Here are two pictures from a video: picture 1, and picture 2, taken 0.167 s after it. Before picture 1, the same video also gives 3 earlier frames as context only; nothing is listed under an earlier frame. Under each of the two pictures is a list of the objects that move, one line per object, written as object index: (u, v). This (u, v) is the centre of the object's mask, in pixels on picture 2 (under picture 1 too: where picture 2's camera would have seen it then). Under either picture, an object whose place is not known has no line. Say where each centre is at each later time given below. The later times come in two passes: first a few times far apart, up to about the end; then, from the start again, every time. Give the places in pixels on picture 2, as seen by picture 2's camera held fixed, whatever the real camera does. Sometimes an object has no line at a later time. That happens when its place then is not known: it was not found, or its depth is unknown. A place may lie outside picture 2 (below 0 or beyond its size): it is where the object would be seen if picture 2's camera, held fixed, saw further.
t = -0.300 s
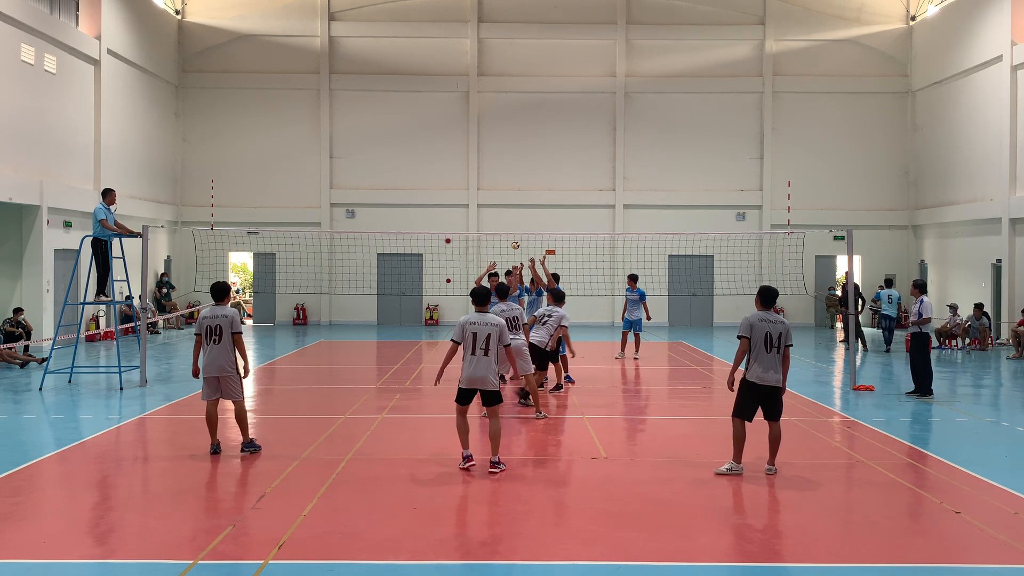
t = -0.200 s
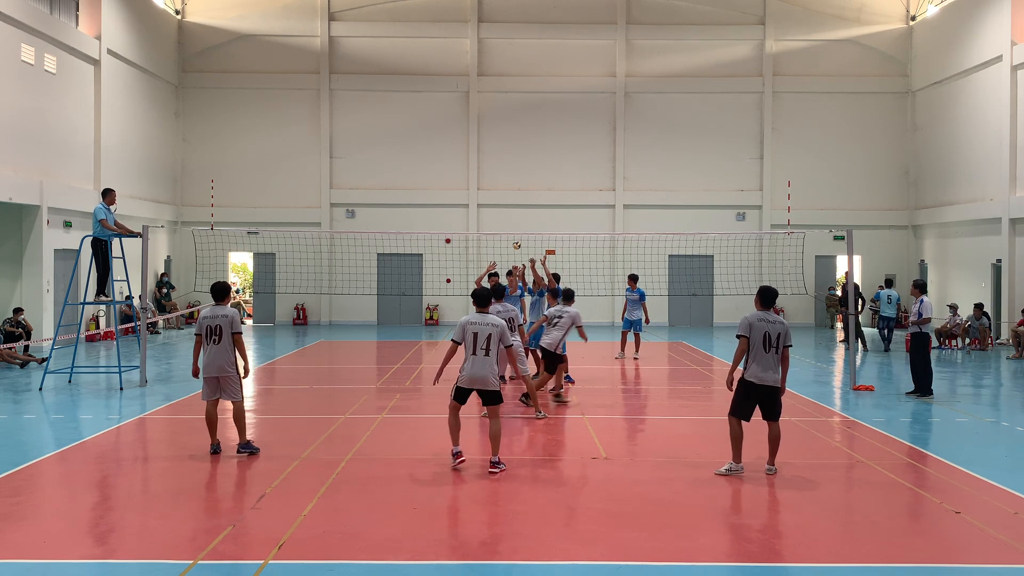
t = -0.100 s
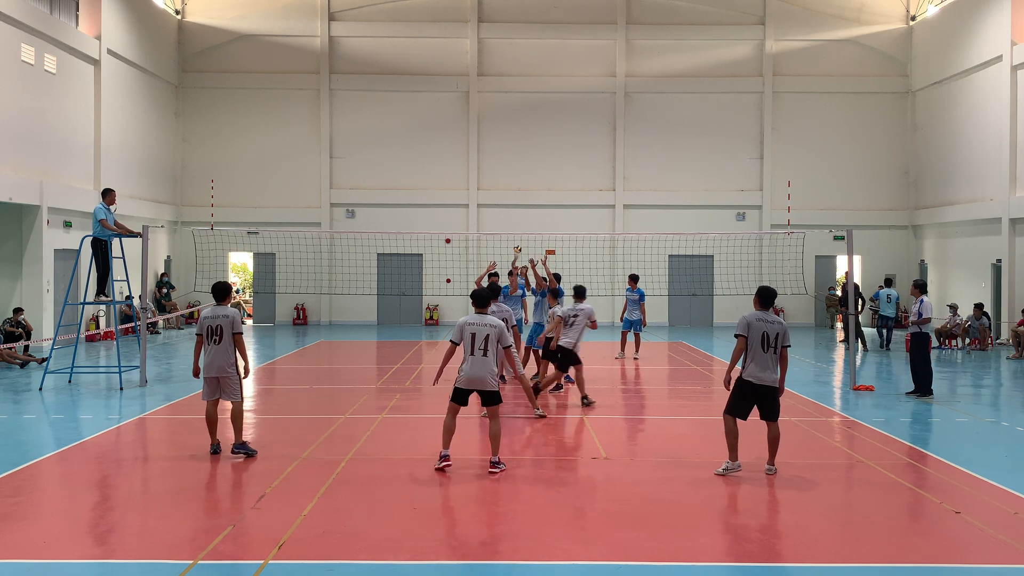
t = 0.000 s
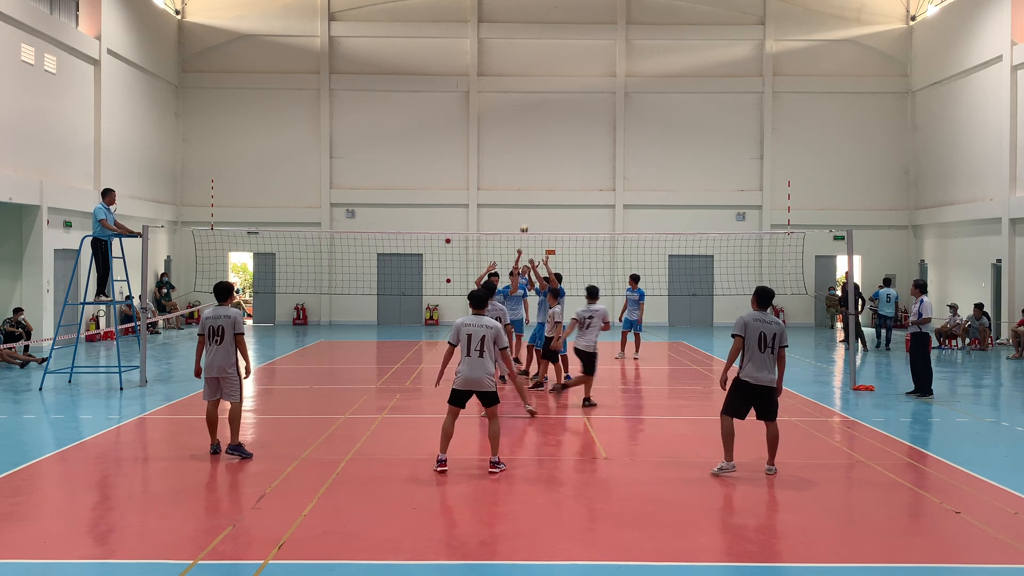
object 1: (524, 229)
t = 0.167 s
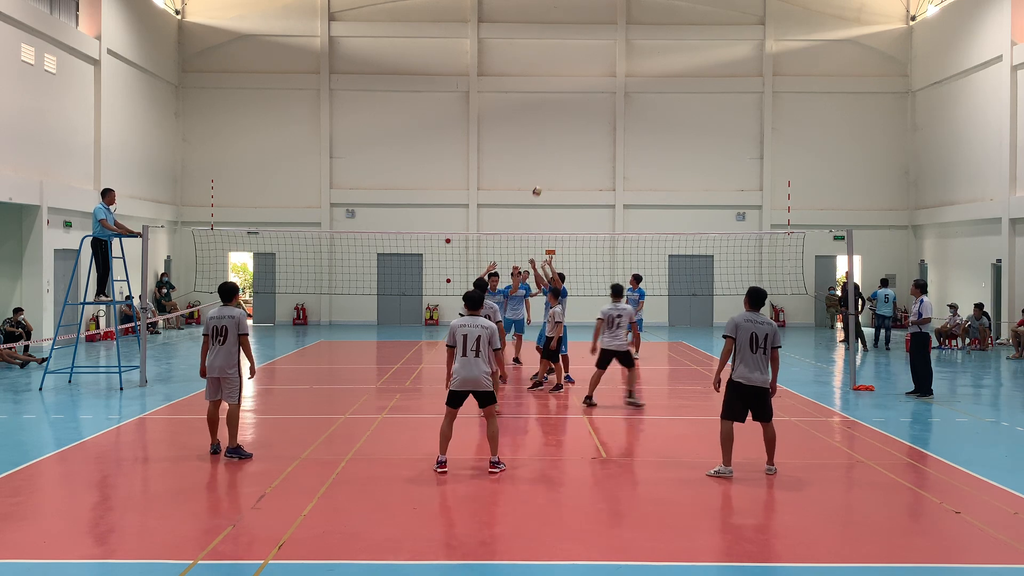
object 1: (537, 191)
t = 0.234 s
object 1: (542, 178)
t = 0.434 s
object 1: (560, 146)
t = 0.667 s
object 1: (582, 131)
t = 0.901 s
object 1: (611, 146)
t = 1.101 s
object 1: (639, 194)
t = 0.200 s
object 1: (539, 184)
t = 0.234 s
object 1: (542, 178)
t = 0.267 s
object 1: (545, 172)
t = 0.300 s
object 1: (548, 166)
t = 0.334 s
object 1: (551, 161)
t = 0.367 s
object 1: (554, 155)
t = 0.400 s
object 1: (557, 151)
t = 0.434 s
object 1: (560, 146)
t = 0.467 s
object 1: (563, 143)
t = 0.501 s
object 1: (566, 139)
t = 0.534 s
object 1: (569, 137)
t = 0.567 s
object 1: (572, 134)
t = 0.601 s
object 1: (575, 132)
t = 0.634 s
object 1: (578, 132)
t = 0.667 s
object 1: (582, 131)
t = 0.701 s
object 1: (585, 131)
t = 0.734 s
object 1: (589, 132)
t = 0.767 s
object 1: (594, 133)
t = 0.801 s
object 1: (598, 135)
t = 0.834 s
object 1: (602, 138)
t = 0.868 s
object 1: (606, 142)
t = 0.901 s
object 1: (611, 146)
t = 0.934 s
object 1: (615, 151)
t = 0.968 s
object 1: (620, 157)
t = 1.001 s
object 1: (625, 165)
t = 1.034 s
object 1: (629, 173)
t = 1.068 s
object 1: (634, 183)
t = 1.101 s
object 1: (639, 194)
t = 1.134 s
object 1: (644, 206)
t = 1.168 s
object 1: (651, 219)
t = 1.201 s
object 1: (657, 231)
